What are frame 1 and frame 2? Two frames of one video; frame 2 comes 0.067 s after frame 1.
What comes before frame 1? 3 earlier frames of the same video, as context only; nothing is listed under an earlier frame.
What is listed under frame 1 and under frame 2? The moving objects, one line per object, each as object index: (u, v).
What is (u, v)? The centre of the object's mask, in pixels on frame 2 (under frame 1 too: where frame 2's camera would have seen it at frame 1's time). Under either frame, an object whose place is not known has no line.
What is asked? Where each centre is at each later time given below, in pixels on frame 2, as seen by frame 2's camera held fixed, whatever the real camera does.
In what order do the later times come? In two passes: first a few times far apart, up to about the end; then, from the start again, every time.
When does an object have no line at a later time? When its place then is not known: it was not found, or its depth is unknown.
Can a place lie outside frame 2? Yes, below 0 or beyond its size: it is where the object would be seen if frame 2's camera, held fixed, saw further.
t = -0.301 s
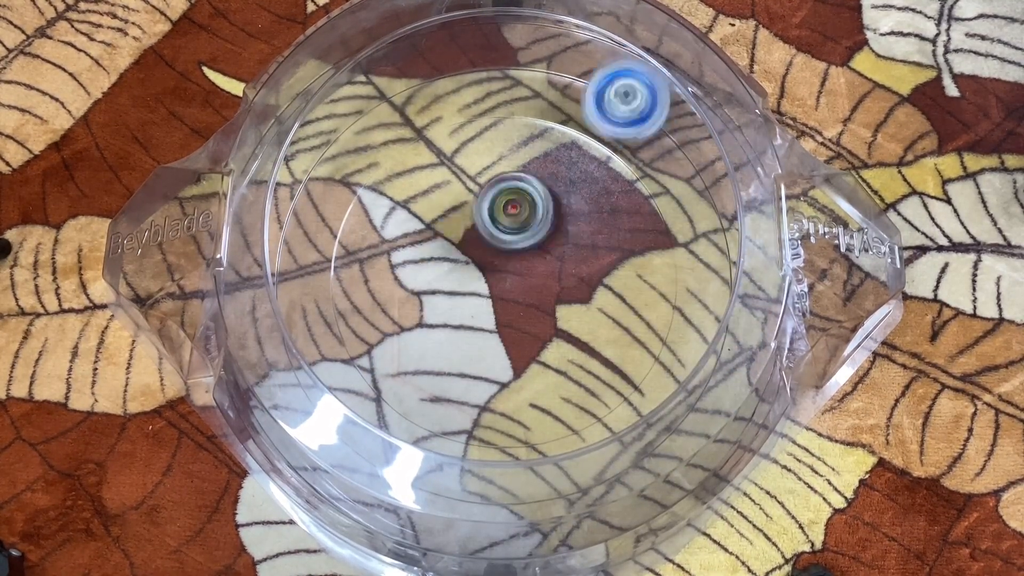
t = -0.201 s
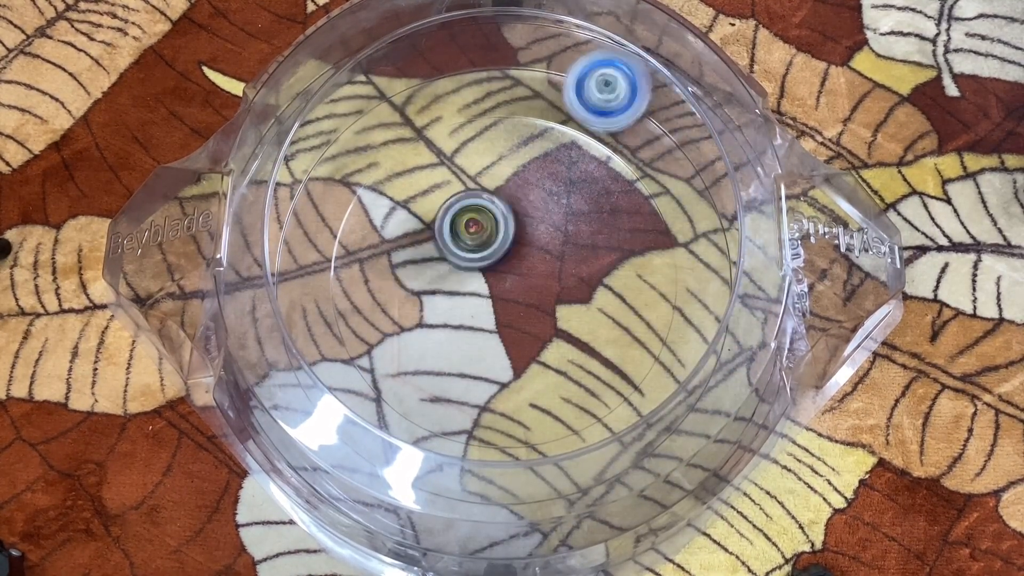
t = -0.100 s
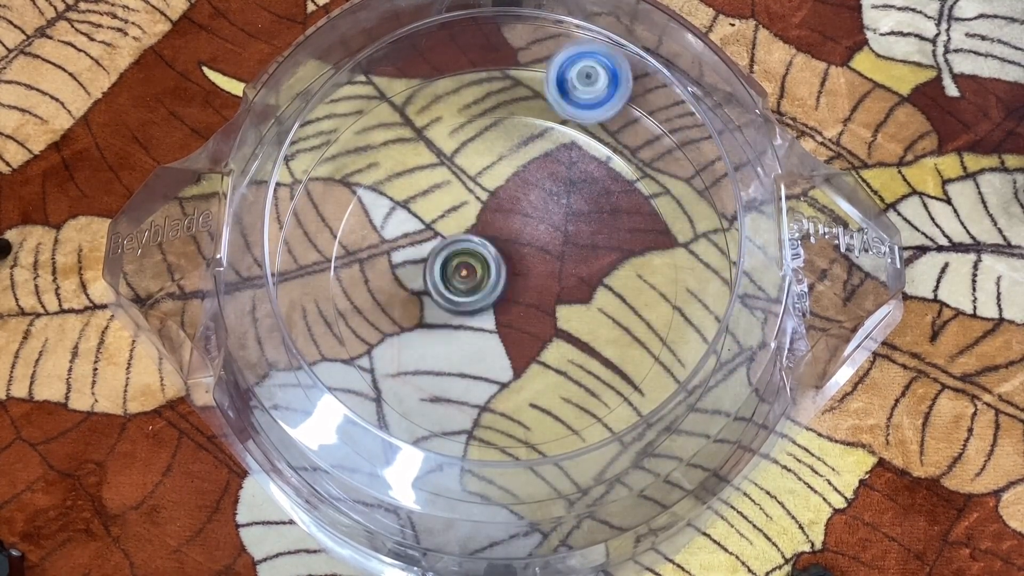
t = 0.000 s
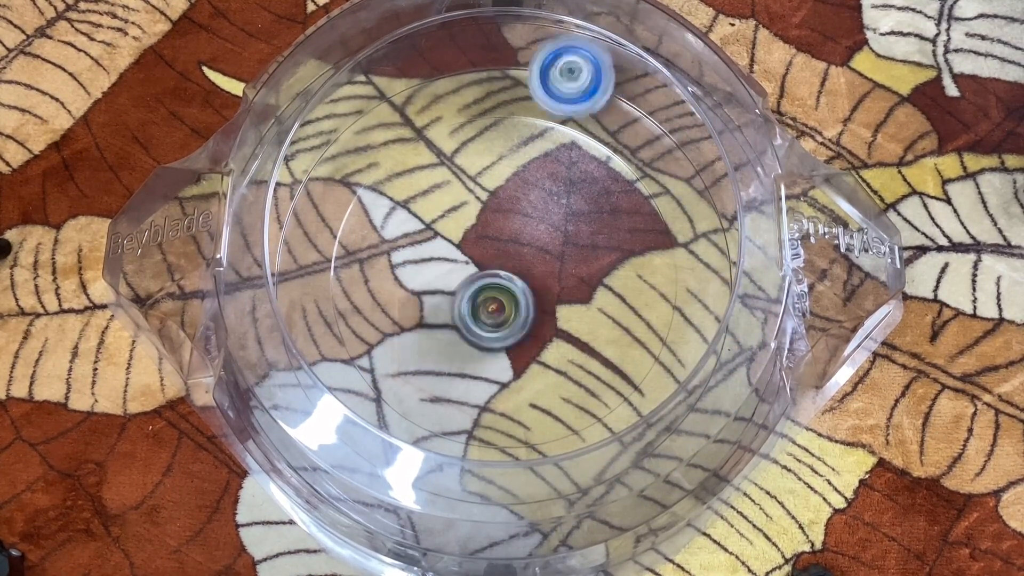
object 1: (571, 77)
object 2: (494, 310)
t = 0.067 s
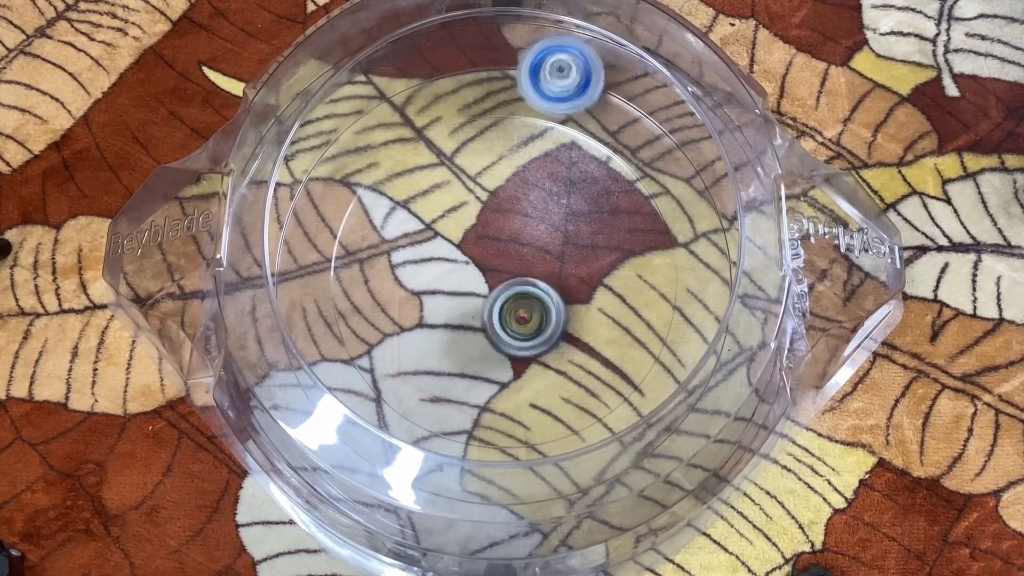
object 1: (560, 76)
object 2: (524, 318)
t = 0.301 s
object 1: (531, 85)
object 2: (559, 246)
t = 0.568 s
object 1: (530, 148)
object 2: (472, 278)
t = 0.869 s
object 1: (611, 206)
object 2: (493, 389)
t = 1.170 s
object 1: (648, 284)
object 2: (497, 398)
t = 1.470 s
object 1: (616, 322)
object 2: (446, 327)
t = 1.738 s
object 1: (571, 308)
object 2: (414, 267)
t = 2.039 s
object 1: (568, 271)
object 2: (379, 217)
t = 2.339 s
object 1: (554, 242)
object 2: (464, 229)
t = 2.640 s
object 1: (536, 290)
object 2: (448, 225)
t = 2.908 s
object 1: (496, 298)
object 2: (433, 197)
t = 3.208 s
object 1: (513, 317)
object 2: (465, 179)
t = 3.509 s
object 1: (473, 331)
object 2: (499, 208)
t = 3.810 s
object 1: (529, 340)
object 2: (517, 180)
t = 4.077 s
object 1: (519, 374)
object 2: (516, 207)
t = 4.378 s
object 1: (485, 353)
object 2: (525, 216)
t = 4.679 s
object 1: (465, 284)
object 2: (543, 216)
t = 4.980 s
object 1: (390, 283)
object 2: (647, 211)
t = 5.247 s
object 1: (342, 288)
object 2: (759, 240)
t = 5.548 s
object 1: (415, 298)
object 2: (835, 300)
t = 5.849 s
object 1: (513, 284)
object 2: (840, 230)
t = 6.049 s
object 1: (564, 271)
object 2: (827, 229)
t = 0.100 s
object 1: (557, 76)
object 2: (539, 314)
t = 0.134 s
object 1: (552, 77)
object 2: (552, 309)
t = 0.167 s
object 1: (549, 77)
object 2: (563, 298)
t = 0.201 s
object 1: (543, 79)
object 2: (569, 285)
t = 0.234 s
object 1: (540, 80)
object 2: (570, 273)
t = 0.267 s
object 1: (535, 83)
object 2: (568, 259)
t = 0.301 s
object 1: (531, 85)
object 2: (559, 246)
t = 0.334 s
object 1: (525, 89)
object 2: (548, 239)
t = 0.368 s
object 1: (522, 92)
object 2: (535, 234)
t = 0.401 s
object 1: (518, 97)
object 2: (520, 232)
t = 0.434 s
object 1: (515, 101)
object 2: (504, 236)
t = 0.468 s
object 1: (513, 110)
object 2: (493, 242)
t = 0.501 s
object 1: (516, 121)
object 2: (481, 252)
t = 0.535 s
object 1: (521, 134)
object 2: (474, 264)
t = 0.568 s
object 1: (530, 148)
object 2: (472, 278)
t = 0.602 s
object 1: (538, 164)
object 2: (472, 291)
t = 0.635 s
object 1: (547, 179)
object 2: (477, 304)
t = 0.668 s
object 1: (554, 196)
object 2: (486, 315)
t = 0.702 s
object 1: (560, 210)
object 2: (498, 321)
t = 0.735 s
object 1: (562, 229)
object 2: (511, 326)
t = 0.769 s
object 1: (565, 245)
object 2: (526, 325)
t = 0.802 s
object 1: (577, 238)
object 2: (520, 343)
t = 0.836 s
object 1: (597, 220)
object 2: (507, 369)
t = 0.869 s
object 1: (611, 206)
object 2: (493, 389)
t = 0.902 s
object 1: (623, 201)
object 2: (484, 403)
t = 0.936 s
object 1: (630, 200)
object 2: (477, 412)
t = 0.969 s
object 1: (638, 205)
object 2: (475, 418)
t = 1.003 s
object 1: (642, 214)
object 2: (475, 419)
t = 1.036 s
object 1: (649, 226)
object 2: (477, 419)
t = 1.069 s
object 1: (653, 239)
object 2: (481, 416)
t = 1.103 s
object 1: (655, 254)
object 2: (486, 411)
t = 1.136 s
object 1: (652, 267)
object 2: (491, 404)
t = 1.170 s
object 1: (648, 284)
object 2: (497, 398)
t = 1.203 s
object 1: (640, 297)
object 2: (505, 388)
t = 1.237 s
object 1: (631, 309)
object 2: (511, 380)
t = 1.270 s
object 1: (618, 319)
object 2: (518, 368)
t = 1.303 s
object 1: (606, 329)
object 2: (521, 359)
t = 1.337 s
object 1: (621, 323)
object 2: (496, 357)
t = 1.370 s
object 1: (627, 318)
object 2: (475, 351)
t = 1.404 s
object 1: (628, 318)
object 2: (460, 342)
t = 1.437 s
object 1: (625, 318)
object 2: (451, 335)
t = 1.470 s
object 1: (616, 322)
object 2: (446, 327)
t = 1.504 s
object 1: (603, 325)
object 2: (445, 319)
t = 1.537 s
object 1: (588, 326)
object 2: (446, 314)
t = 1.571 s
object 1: (572, 325)
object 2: (449, 308)
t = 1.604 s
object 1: (558, 323)
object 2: (453, 304)
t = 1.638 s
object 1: (543, 318)
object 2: (456, 301)
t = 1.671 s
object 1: (556, 315)
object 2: (440, 287)
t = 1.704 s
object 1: (568, 309)
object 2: (426, 276)
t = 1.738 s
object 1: (571, 308)
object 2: (414, 267)
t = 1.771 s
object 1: (576, 304)
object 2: (404, 257)
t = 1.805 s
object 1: (577, 301)
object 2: (396, 250)
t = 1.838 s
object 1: (578, 299)
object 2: (388, 243)
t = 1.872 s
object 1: (578, 294)
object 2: (382, 236)
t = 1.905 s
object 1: (574, 291)
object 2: (378, 230)
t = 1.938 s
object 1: (573, 288)
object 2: (375, 226)
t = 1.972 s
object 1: (572, 282)
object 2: (375, 222)
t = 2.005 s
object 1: (569, 277)
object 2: (376, 220)
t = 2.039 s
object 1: (568, 271)
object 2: (379, 217)
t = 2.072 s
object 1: (566, 266)
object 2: (385, 216)
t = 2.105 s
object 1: (564, 262)
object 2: (392, 215)
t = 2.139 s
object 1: (564, 259)
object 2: (398, 215)
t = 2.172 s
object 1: (563, 254)
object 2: (407, 214)
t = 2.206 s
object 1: (562, 250)
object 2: (417, 216)
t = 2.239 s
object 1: (561, 248)
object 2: (427, 217)
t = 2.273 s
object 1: (559, 244)
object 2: (439, 219)
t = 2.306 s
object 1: (556, 242)
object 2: (451, 223)
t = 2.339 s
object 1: (554, 242)
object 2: (464, 229)
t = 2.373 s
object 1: (559, 242)
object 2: (466, 230)
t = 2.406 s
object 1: (566, 246)
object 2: (462, 231)
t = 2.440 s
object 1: (569, 253)
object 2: (462, 233)
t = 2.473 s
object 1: (568, 260)
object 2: (463, 235)
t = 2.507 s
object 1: (560, 268)
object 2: (465, 236)
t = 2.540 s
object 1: (550, 275)
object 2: (471, 237)
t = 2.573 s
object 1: (549, 283)
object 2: (462, 233)
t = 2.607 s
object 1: (545, 287)
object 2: (452, 229)
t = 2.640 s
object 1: (536, 290)
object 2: (448, 225)
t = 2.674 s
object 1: (525, 289)
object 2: (448, 223)
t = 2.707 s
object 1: (514, 287)
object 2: (450, 222)
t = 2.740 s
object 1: (517, 291)
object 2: (439, 210)
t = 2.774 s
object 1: (519, 295)
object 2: (430, 200)
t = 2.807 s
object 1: (517, 299)
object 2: (427, 195)
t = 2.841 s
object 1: (511, 302)
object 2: (426, 193)
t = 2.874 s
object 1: (503, 302)
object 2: (428, 195)
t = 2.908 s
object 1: (496, 298)
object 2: (433, 197)
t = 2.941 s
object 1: (491, 291)
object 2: (440, 202)
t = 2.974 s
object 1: (488, 285)
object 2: (446, 204)
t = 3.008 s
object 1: (489, 285)
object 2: (449, 197)
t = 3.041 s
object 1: (490, 280)
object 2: (452, 193)
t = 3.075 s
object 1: (493, 276)
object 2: (457, 194)
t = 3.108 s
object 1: (502, 287)
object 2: (457, 184)
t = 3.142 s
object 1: (509, 298)
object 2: (460, 178)
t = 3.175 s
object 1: (512, 308)
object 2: (463, 177)
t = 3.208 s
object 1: (513, 317)
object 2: (465, 179)
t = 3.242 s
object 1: (511, 325)
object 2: (468, 183)
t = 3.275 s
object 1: (506, 332)
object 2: (472, 188)
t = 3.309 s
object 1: (499, 337)
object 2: (475, 195)
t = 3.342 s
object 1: (491, 339)
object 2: (480, 204)
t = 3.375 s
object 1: (483, 337)
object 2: (483, 214)
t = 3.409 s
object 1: (478, 331)
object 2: (485, 224)
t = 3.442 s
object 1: (474, 320)
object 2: (487, 235)
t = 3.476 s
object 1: (472, 326)
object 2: (492, 222)
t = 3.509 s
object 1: (473, 331)
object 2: (499, 208)
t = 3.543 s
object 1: (477, 328)
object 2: (506, 200)
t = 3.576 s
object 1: (480, 324)
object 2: (514, 196)
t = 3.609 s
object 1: (487, 316)
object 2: (519, 197)
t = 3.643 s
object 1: (493, 309)
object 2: (521, 201)
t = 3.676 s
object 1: (501, 305)
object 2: (521, 206)
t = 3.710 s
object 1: (510, 302)
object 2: (519, 212)
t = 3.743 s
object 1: (519, 309)
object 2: (518, 210)
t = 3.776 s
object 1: (525, 328)
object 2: (518, 192)
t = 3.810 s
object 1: (529, 340)
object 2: (517, 180)
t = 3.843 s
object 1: (530, 348)
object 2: (518, 176)
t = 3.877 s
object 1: (531, 354)
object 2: (519, 177)
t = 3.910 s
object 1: (532, 362)
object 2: (520, 180)
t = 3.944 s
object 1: (532, 368)
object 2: (520, 184)
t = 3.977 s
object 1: (531, 375)
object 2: (519, 189)
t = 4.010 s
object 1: (527, 378)
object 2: (517, 195)
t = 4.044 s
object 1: (523, 377)
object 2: (516, 201)
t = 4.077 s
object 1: (519, 374)
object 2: (516, 207)
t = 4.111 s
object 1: (515, 368)
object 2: (514, 213)
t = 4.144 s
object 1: (513, 360)
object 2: (512, 220)
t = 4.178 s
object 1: (510, 351)
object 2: (511, 230)
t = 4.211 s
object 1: (507, 340)
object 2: (510, 242)
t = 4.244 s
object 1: (504, 340)
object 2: (512, 245)
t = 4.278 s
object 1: (498, 353)
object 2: (518, 229)
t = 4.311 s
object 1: (494, 360)
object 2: (522, 220)
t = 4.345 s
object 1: (490, 359)
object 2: (524, 216)
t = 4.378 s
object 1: (485, 353)
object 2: (525, 216)
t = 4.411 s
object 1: (480, 342)
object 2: (525, 219)
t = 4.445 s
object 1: (477, 330)
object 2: (524, 223)
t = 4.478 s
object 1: (476, 317)
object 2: (521, 228)
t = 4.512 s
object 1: (474, 308)
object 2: (521, 231)
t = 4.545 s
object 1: (468, 310)
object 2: (529, 221)
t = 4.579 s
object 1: (465, 305)
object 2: (532, 217)
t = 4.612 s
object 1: (465, 295)
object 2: (533, 217)
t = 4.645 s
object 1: (469, 285)
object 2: (534, 220)
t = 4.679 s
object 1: (465, 284)
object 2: (543, 216)
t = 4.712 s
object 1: (459, 288)
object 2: (554, 211)
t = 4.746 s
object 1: (457, 286)
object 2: (560, 211)
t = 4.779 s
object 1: (457, 279)
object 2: (563, 213)
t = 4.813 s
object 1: (459, 271)
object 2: (562, 217)
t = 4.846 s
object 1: (463, 264)
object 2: (557, 224)
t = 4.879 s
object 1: (469, 258)
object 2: (552, 231)
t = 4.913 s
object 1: (441, 267)
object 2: (585, 224)
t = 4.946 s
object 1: (411, 277)
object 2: (620, 215)
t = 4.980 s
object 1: (390, 283)
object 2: (647, 211)
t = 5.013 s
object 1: (377, 287)
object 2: (668, 206)
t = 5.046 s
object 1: (368, 287)
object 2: (688, 205)
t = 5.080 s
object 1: (362, 286)
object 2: (702, 208)
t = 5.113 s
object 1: (356, 287)
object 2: (718, 211)
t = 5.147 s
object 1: (351, 286)
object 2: (725, 218)
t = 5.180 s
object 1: (346, 287)
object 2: (733, 223)
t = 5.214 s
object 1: (344, 286)
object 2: (741, 231)
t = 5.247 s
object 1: (342, 288)
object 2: (759, 240)
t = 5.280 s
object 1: (345, 285)
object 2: (776, 253)
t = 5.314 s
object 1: (349, 286)
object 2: (785, 263)
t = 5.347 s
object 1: (354, 285)
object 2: (792, 273)
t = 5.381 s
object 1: (362, 291)
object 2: (800, 284)
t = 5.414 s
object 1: (371, 291)
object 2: (808, 299)
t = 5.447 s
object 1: (381, 294)
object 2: (815, 314)
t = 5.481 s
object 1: (392, 294)
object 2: (819, 311)
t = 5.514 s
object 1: (406, 296)
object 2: (829, 305)
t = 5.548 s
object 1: (415, 298)
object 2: (835, 300)
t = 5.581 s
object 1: (428, 297)
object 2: (840, 296)
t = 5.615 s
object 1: (439, 295)
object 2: (840, 294)
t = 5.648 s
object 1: (452, 295)
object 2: (858, 287)
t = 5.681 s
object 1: (460, 295)
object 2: (864, 277)
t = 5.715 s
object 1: (472, 292)
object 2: (862, 273)
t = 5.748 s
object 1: (482, 292)
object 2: (858, 262)
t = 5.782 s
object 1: (494, 287)
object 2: (852, 247)
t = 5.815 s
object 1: (504, 288)
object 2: (847, 237)
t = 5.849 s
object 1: (513, 284)
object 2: (840, 230)
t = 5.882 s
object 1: (524, 284)
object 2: (840, 225)
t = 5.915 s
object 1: (531, 281)
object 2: (835, 225)
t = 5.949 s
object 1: (543, 279)
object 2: (828, 228)
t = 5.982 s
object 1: (549, 276)
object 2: (827, 229)
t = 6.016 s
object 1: (559, 274)
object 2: (827, 229)
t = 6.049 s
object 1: (564, 271)
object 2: (827, 229)
